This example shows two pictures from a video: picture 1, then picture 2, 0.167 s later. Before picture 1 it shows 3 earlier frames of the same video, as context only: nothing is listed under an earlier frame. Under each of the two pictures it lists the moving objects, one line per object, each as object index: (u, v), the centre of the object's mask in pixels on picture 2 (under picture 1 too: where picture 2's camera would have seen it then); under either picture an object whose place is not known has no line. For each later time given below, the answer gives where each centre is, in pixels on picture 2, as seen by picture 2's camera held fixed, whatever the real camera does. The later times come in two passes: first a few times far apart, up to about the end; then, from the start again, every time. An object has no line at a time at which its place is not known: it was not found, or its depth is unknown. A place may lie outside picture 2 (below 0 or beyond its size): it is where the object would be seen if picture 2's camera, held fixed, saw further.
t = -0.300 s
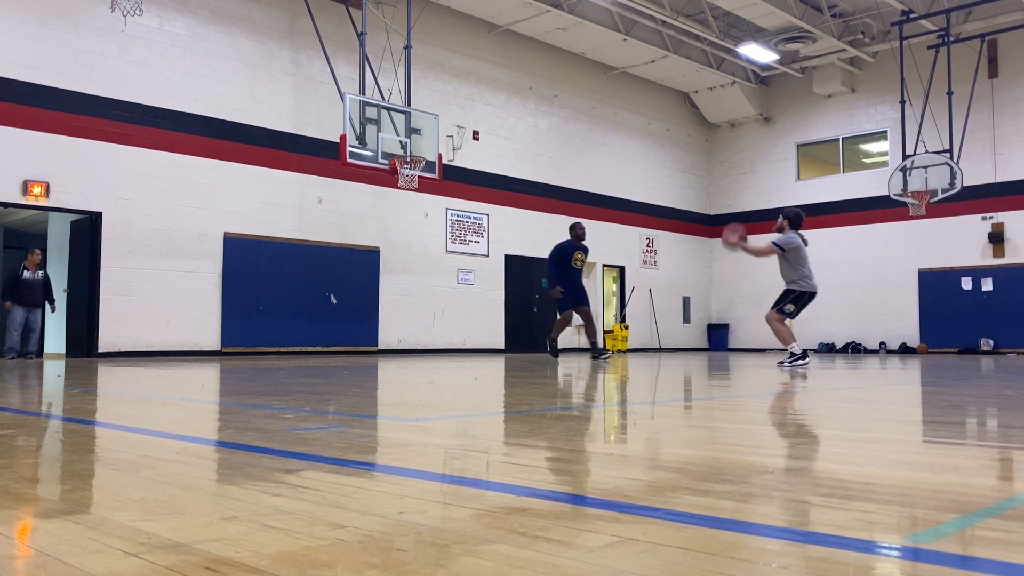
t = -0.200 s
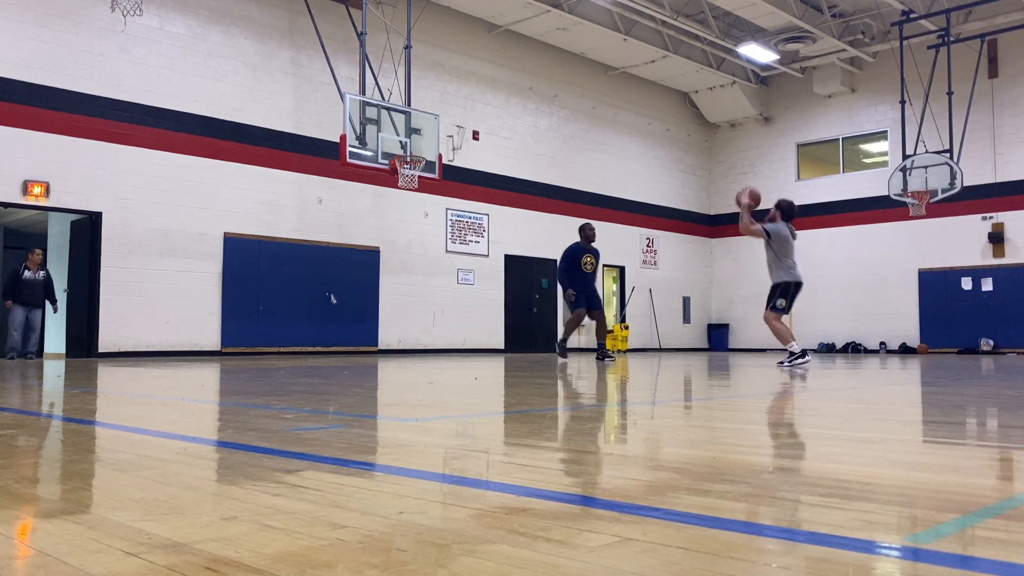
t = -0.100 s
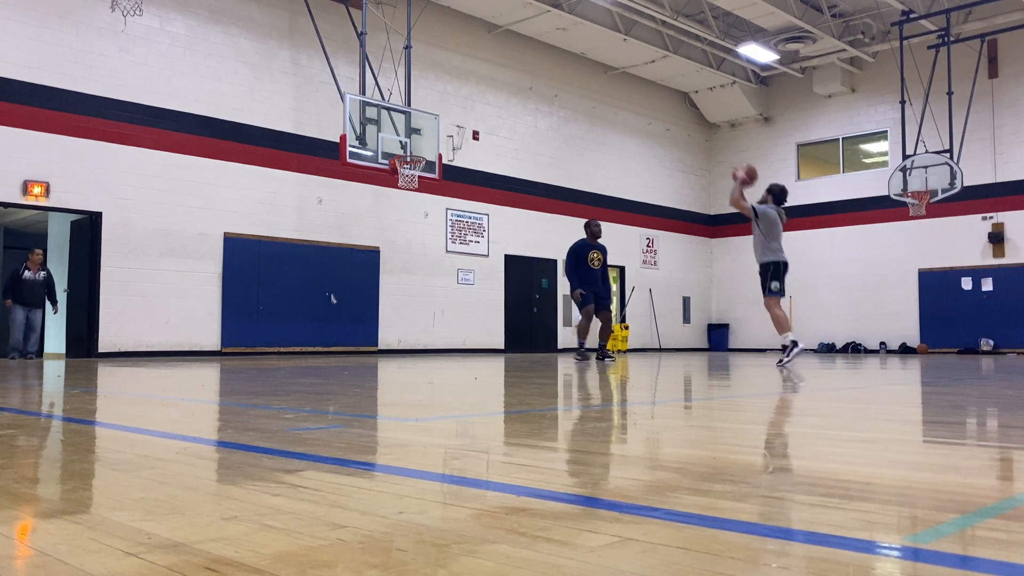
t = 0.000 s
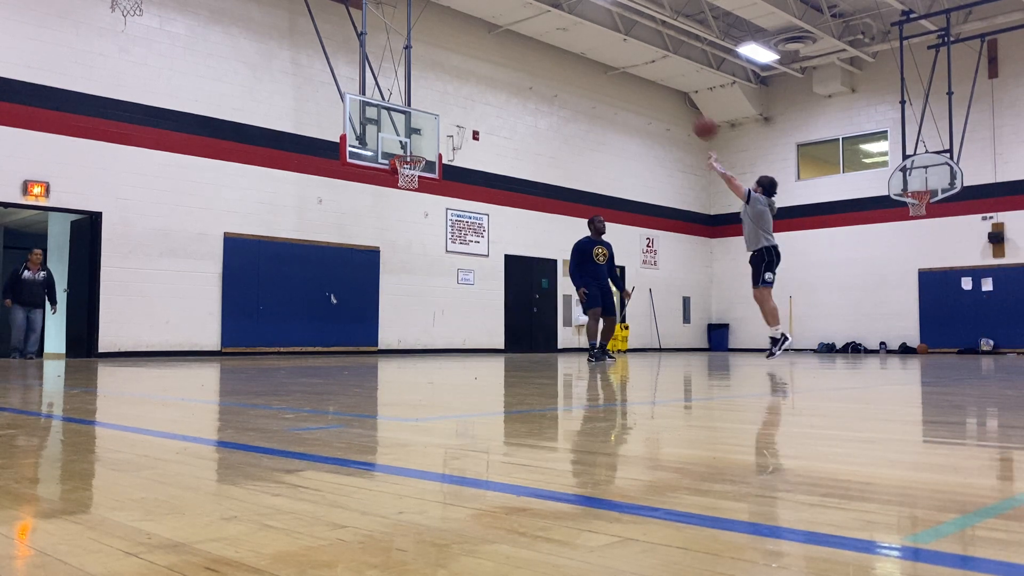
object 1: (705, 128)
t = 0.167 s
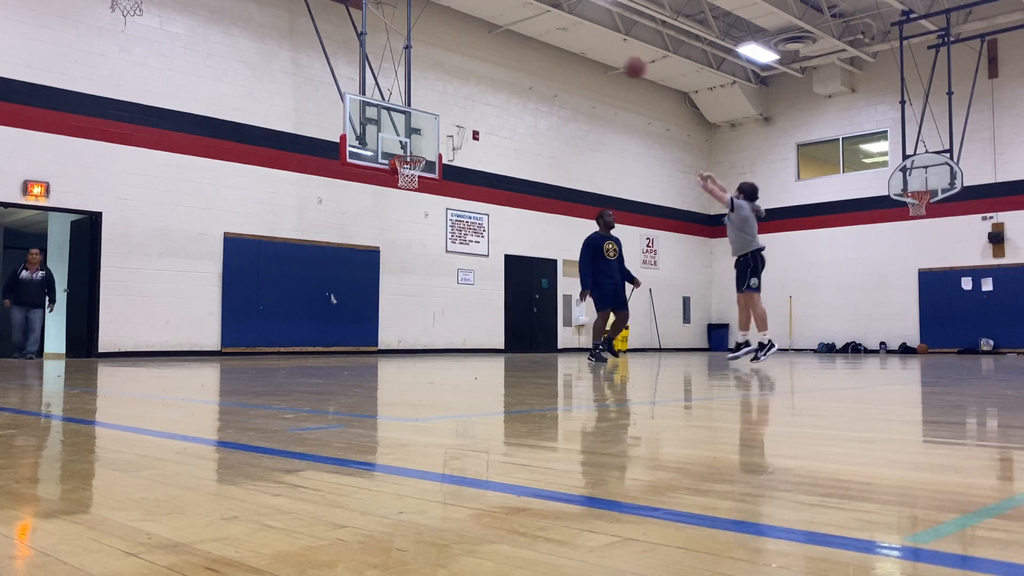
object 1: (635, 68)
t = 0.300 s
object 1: (586, 43)
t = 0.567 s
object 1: (506, 37)
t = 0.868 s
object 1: (435, 88)
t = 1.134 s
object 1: (384, 143)
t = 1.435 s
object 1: (406, 108)
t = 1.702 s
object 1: (427, 125)
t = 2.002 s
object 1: (452, 210)
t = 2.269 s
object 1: (479, 350)
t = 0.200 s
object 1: (622, 60)
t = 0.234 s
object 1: (610, 53)
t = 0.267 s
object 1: (598, 47)
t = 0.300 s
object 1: (586, 43)
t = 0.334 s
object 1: (576, 39)
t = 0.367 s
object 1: (564, 36)
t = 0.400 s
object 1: (554, 34)
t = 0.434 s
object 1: (544, 33)
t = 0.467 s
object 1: (534, 33)
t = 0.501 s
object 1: (525, 34)
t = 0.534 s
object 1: (515, 35)
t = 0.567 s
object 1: (506, 37)
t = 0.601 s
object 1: (497, 40)
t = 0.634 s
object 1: (488, 44)
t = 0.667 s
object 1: (480, 48)
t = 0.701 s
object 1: (472, 53)
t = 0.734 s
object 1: (465, 59)
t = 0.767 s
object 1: (456, 65)
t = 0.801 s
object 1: (449, 72)
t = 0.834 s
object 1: (442, 80)
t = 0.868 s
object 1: (435, 88)
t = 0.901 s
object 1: (427, 96)
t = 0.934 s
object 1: (421, 105)
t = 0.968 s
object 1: (414, 115)
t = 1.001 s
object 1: (408, 126)
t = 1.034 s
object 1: (401, 136)
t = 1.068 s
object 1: (394, 146)
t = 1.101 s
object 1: (389, 148)
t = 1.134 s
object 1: (384, 143)
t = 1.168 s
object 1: (386, 136)
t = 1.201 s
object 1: (389, 130)
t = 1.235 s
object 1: (391, 125)
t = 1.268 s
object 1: (393, 120)
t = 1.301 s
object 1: (396, 116)
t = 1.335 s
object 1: (398, 113)
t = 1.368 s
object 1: (401, 111)
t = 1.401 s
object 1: (404, 109)
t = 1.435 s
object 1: (406, 108)
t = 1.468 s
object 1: (408, 107)
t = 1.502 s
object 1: (410, 107)
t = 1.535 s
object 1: (413, 108)
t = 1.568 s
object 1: (416, 110)
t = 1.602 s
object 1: (419, 112)
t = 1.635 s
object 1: (421, 116)
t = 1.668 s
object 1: (424, 120)
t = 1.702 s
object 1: (427, 125)
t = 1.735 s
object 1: (429, 131)
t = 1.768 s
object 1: (432, 137)
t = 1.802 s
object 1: (434, 145)
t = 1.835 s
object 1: (437, 153)
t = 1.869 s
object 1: (441, 163)
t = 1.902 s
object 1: (444, 173)
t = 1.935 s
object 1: (447, 184)
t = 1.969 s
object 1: (449, 196)
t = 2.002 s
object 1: (452, 210)
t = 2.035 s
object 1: (456, 225)
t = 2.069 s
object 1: (459, 240)
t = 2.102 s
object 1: (462, 256)
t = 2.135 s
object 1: (465, 273)
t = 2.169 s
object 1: (469, 294)
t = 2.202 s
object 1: (472, 313)
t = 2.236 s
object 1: (476, 334)
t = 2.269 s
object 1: (479, 350)
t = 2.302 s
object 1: (479, 333)
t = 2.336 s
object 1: (479, 315)
